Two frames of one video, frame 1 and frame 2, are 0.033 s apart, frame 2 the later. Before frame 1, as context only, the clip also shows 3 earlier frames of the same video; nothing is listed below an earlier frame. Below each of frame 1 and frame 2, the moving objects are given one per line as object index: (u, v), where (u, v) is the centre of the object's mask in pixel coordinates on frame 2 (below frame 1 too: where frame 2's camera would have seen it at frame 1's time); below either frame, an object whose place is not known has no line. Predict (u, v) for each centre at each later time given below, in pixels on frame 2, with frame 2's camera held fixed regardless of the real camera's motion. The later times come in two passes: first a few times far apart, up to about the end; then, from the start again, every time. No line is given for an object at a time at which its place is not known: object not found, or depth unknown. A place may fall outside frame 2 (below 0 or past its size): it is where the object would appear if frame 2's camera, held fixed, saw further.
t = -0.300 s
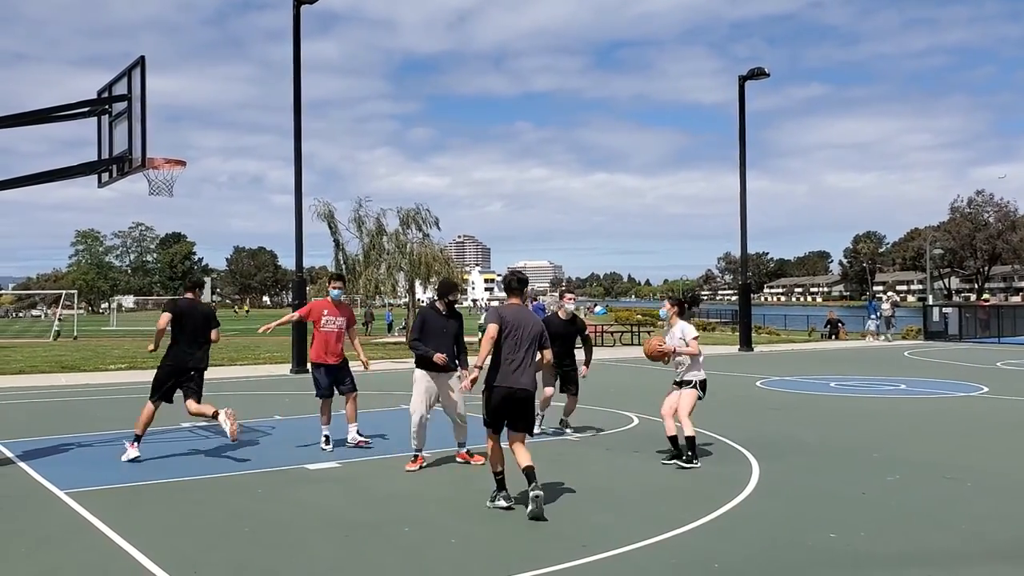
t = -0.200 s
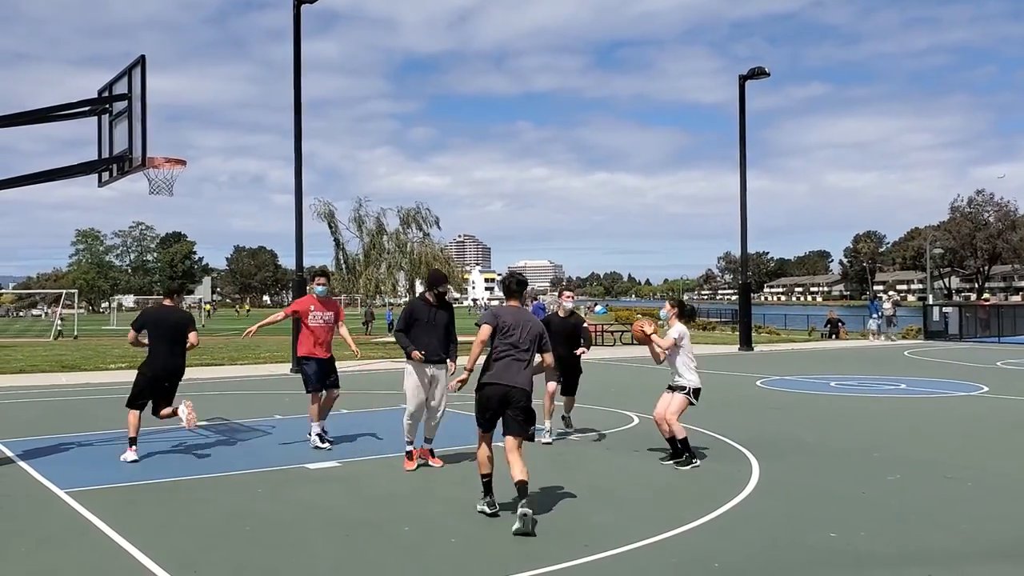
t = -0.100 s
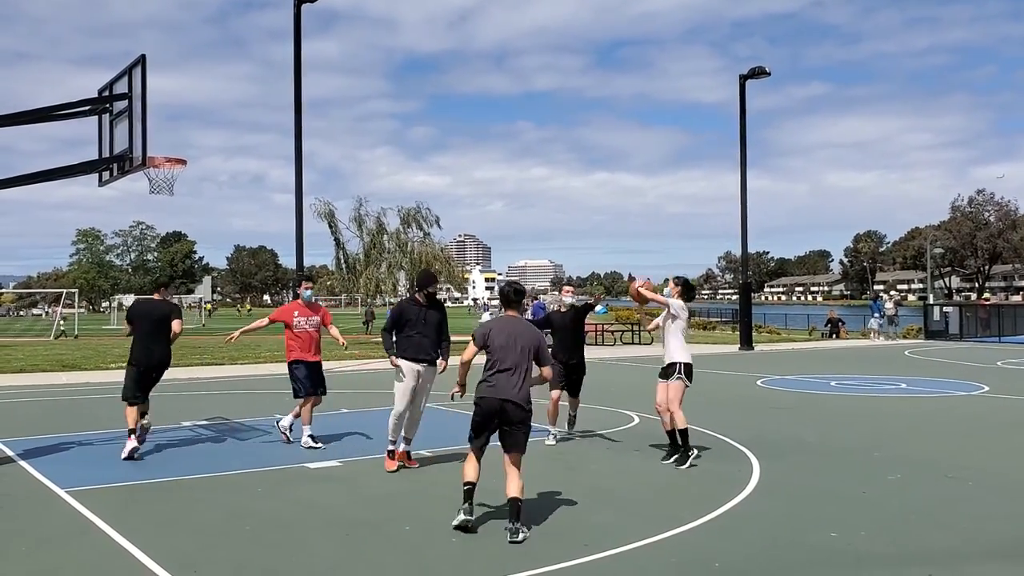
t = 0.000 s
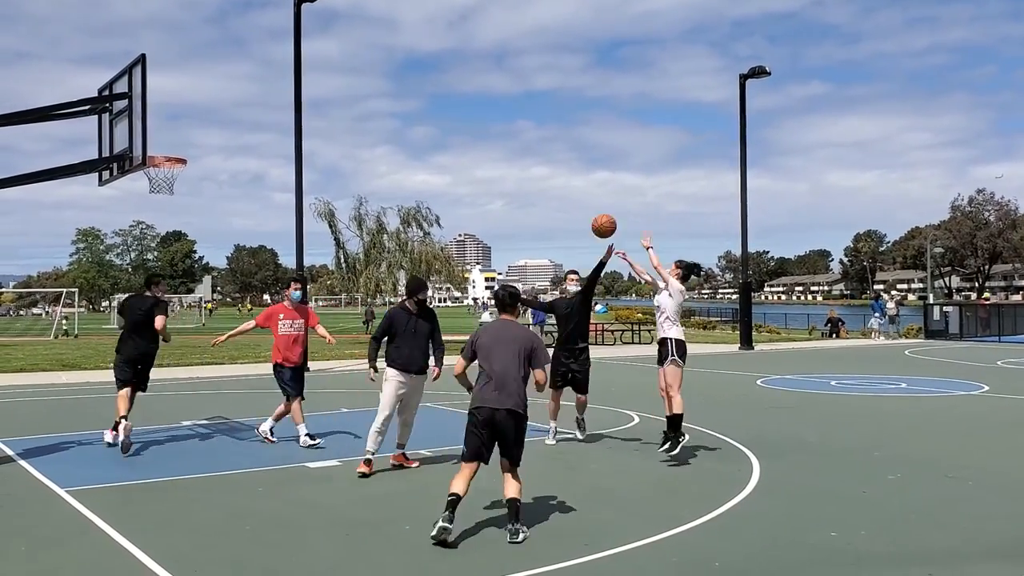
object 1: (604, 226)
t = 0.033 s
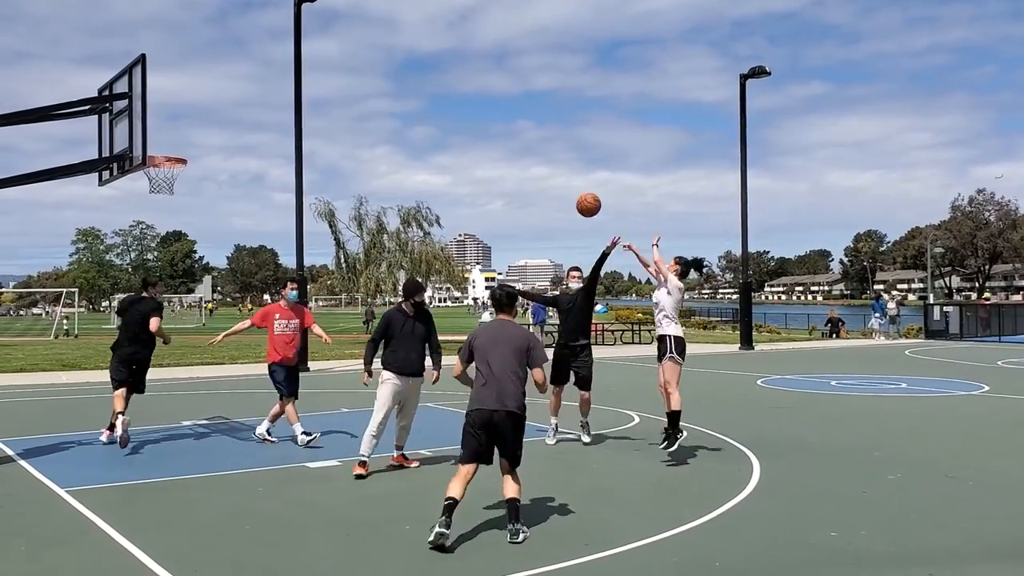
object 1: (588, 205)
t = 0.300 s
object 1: (471, 80)
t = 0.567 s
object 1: (361, 27)
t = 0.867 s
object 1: (245, 51)
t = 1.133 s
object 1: (153, 141)
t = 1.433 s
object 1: (195, 87)
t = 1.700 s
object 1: (240, 93)
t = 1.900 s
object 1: (270, 135)
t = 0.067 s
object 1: (573, 185)
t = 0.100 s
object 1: (558, 166)
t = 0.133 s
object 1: (543, 149)
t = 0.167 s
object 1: (528, 133)
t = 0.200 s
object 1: (513, 118)
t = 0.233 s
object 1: (499, 104)
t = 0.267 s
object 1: (485, 91)
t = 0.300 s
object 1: (471, 80)
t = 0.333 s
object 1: (456, 69)
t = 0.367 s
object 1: (442, 60)
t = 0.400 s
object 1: (428, 51)
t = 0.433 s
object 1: (415, 44)
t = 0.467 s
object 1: (401, 38)
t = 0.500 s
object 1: (388, 33)
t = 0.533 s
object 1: (374, 30)
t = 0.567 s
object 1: (361, 27)
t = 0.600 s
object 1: (347, 25)
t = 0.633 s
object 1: (334, 25)
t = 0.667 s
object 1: (321, 26)
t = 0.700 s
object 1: (308, 27)
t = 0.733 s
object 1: (295, 29)
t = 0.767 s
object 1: (282, 33)
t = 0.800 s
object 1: (269, 38)
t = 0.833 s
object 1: (257, 44)
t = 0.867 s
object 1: (245, 51)
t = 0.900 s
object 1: (232, 58)
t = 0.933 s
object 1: (220, 67)
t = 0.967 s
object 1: (208, 77)
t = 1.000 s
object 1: (197, 88)
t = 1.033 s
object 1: (185, 100)
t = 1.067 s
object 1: (173, 113)
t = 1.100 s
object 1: (161, 127)
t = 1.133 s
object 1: (153, 141)
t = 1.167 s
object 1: (151, 146)
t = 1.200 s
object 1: (155, 135)
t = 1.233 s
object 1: (158, 125)
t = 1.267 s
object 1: (165, 116)
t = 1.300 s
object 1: (171, 107)
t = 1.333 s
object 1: (177, 101)
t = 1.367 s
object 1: (183, 95)
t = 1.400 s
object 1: (189, 90)
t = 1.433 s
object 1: (195, 87)
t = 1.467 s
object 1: (201, 84)
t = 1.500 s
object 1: (207, 82)
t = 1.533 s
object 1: (213, 82)
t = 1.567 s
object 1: (218, 82)
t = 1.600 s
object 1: (223, 84)
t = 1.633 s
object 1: (229, 86)
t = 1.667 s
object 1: (234, 89)
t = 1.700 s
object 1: (240, 93)
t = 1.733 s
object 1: (245, 98)
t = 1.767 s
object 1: (250, 104)
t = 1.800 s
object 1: (255, 110)
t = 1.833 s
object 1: (260, 118)
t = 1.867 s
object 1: (265, 126)
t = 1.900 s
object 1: (270, 135)
